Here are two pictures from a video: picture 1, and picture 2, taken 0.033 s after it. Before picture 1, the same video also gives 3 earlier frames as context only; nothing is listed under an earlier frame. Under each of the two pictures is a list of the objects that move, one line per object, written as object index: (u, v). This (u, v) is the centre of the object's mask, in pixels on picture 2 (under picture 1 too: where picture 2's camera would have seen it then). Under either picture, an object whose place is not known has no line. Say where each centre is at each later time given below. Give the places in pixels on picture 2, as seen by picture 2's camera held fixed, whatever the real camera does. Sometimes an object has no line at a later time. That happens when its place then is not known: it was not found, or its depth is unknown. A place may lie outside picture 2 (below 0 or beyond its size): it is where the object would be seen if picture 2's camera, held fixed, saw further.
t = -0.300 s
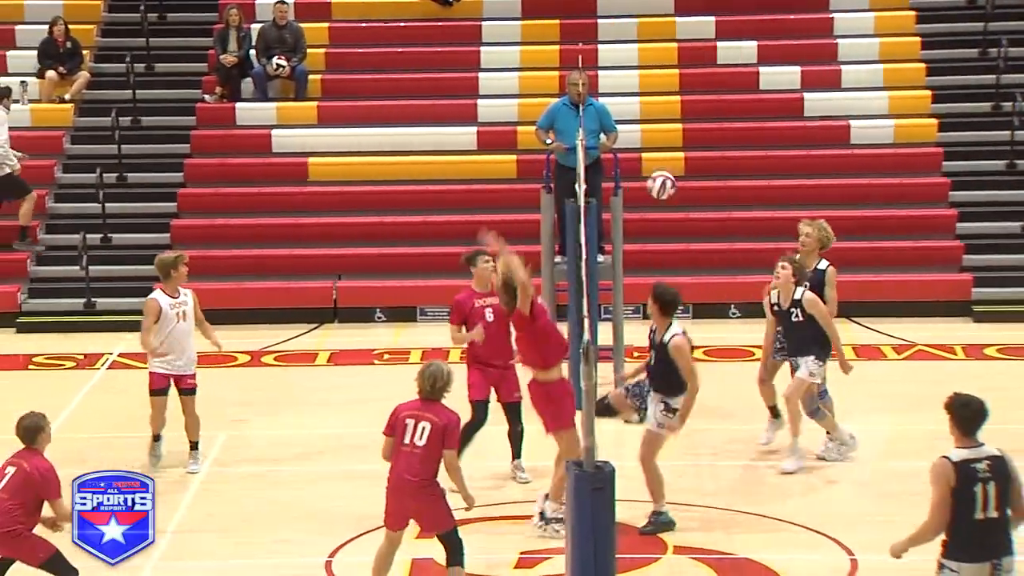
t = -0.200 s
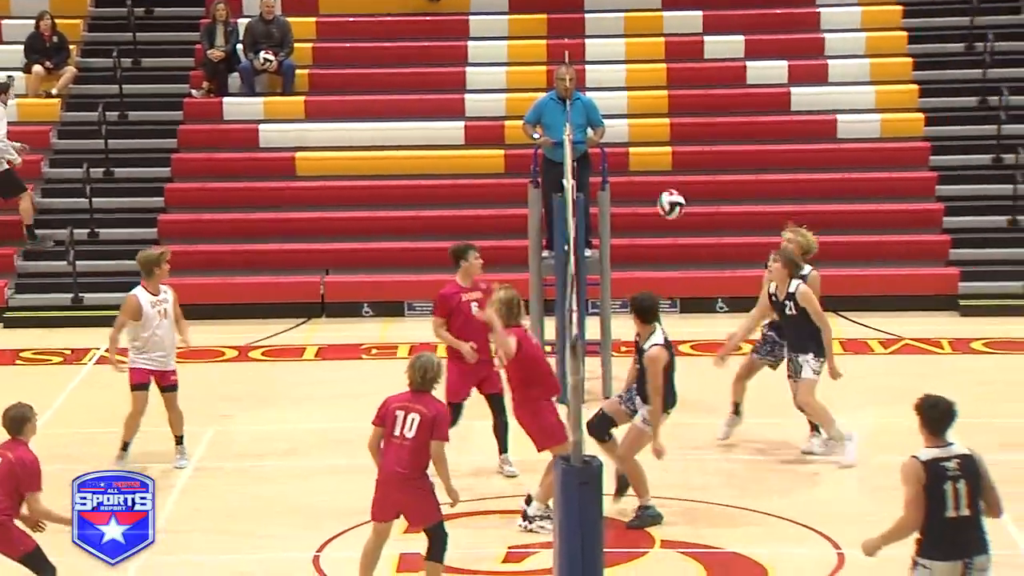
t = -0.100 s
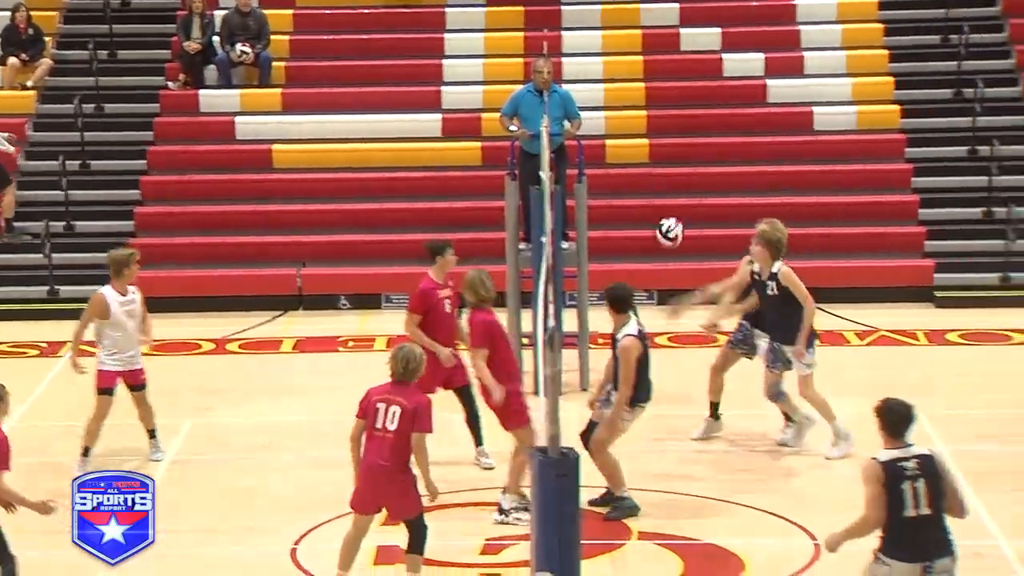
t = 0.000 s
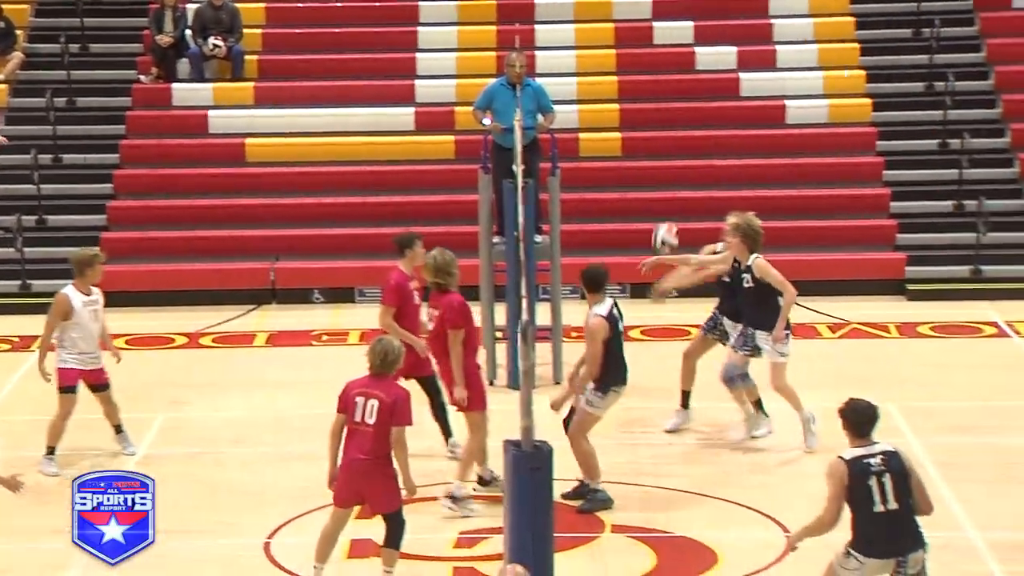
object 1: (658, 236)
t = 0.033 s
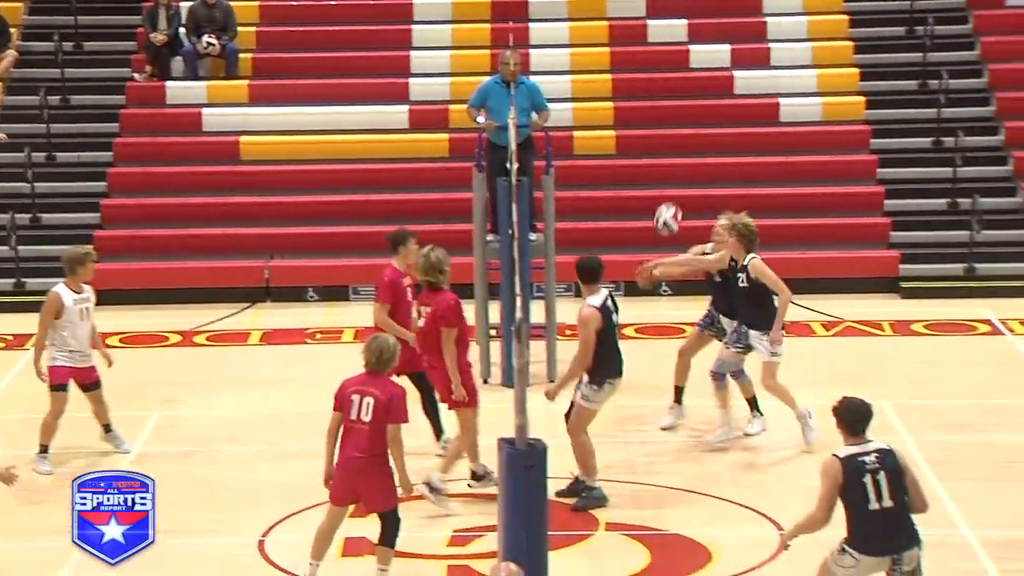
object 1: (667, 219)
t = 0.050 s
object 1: (672, 209)
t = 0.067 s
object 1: (677, 204)
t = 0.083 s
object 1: (681, 196)
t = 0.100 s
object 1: (686, 189)
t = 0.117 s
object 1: (690, 182)
